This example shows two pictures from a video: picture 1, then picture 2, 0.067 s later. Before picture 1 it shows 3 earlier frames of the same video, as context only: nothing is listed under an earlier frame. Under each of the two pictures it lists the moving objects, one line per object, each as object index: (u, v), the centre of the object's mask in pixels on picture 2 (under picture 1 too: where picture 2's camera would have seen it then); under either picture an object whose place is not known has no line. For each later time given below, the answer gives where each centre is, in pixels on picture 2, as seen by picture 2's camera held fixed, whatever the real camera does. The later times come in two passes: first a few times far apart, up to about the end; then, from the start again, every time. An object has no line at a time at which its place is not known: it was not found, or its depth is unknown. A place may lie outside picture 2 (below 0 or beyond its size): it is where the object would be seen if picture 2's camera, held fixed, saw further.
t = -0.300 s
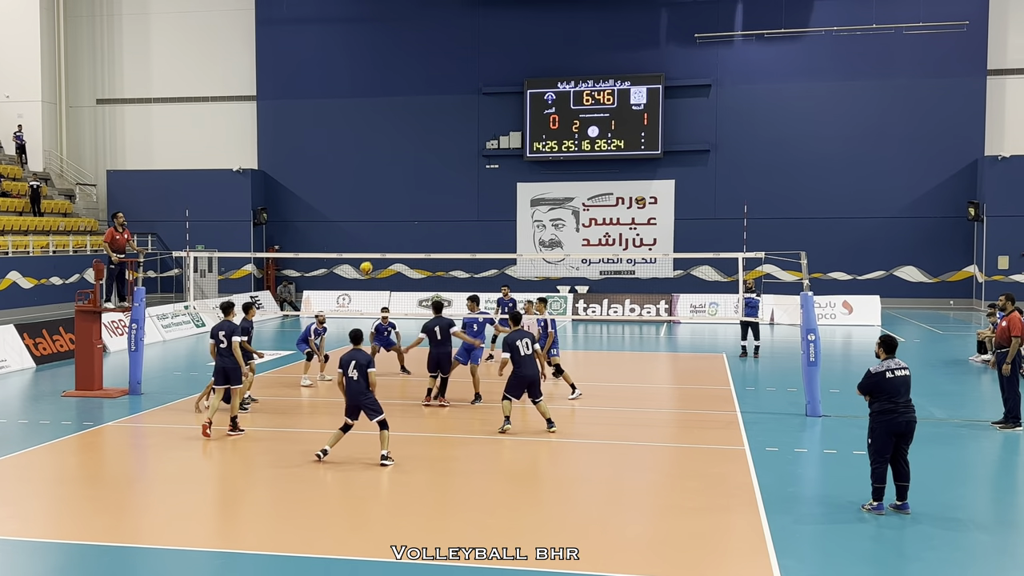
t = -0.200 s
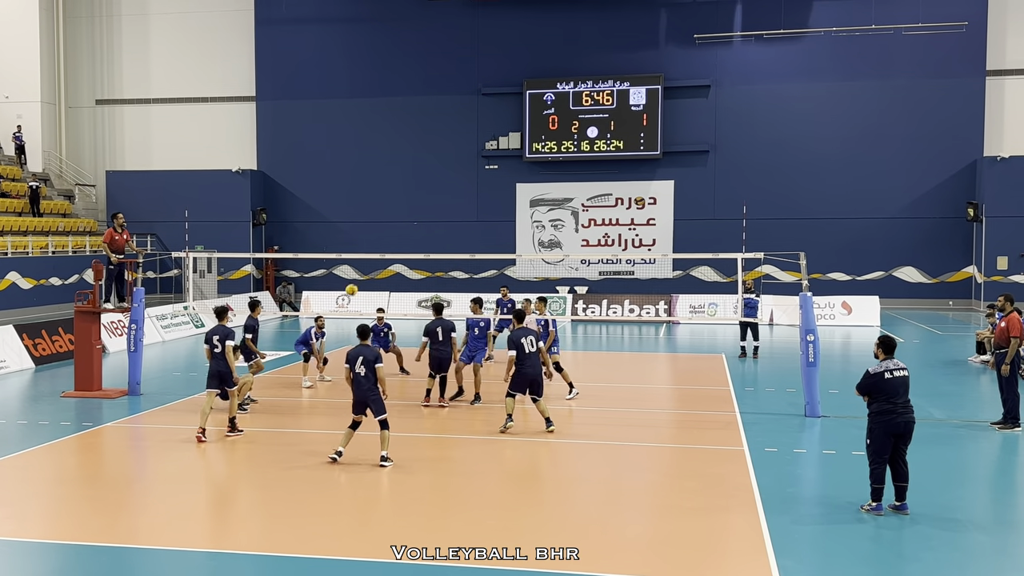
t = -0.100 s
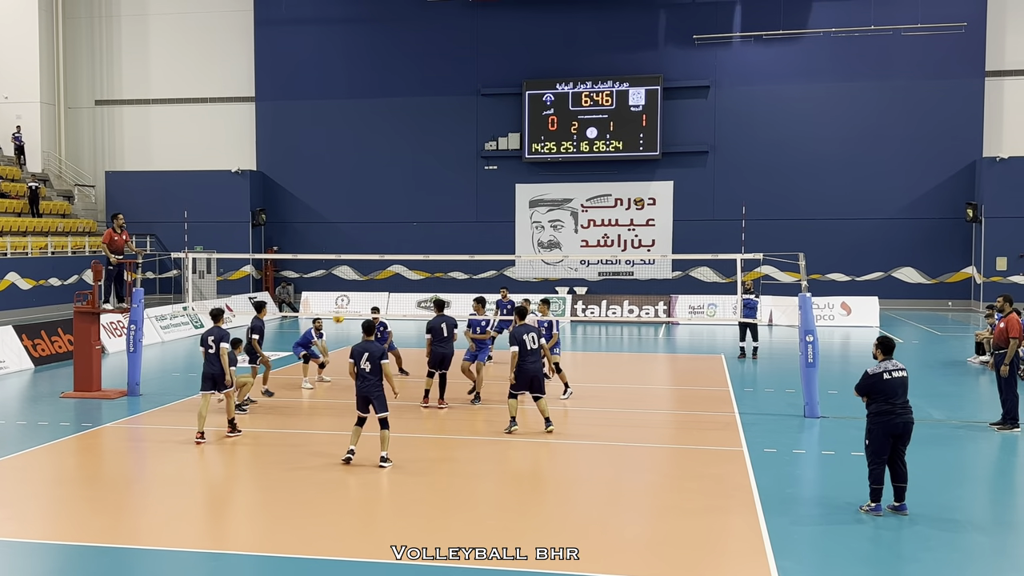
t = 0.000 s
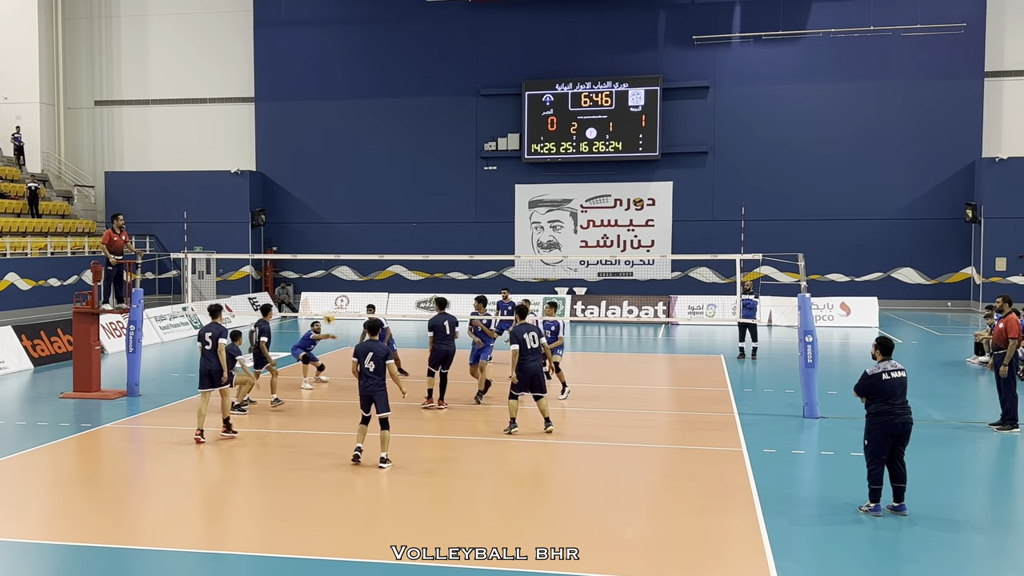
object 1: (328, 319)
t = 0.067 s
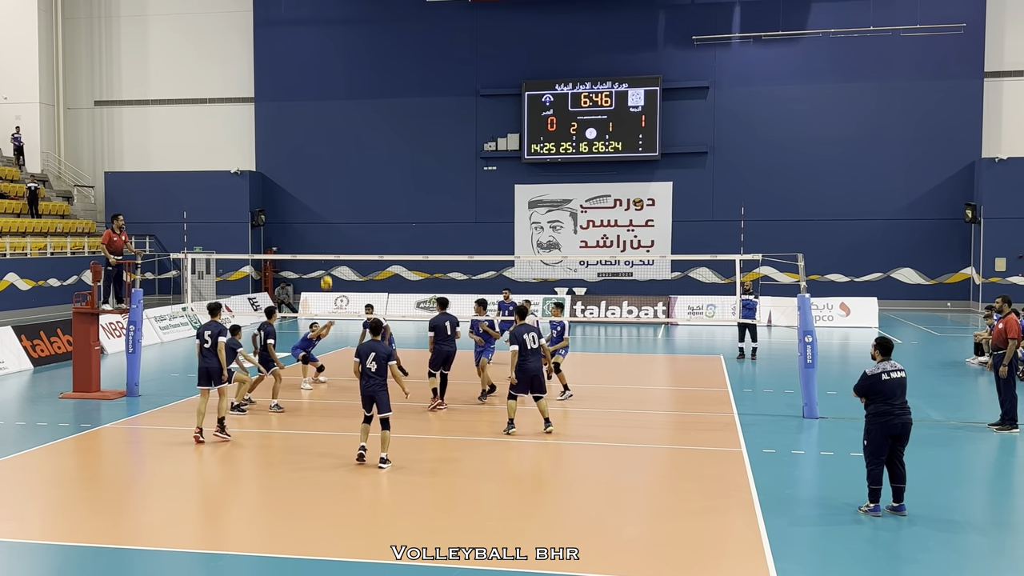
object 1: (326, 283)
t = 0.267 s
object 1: (320, 193)
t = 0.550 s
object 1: (312, 105)
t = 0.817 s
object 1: (304, 64)
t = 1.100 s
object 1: (297, 64)
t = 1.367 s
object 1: (291, 106)
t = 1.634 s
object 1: (286, 183)
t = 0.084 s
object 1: (326, 274)
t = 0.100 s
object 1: (325, 266)
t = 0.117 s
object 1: (325, 259)
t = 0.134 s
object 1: (324, 249)
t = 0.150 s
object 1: (324, 242)
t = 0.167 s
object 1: (323, 235)
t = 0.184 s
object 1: (323, 227)
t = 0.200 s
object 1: (322, 220)
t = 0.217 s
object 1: (322, 213)
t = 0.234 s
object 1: (321, 206)
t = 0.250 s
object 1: (321, 199)
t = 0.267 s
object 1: (320, 193)
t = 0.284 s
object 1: (320, 186)
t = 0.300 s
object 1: (320, 180)
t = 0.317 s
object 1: (319, 173)
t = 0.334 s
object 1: (318, 168)
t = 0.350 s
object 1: (318, 162)
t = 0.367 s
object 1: (317, 156)
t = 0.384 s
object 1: (317, 151)
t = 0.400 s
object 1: (316, 145)
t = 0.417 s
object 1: (316, 140)
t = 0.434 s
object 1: (316, 135)
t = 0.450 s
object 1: (315, 130)
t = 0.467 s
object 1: (314, 125)
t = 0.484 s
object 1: (314, 121)
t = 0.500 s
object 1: (313, 117)
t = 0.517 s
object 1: (313, 113)
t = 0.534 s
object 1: (312, 108)
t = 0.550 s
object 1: (312, 105)
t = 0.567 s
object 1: (311, 101)
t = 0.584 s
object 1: (311, 97)
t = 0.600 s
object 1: (310, 94)
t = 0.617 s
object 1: (310, 91)
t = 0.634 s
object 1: (310, 88)
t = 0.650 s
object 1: (309, 85)
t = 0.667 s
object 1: (309, 82)
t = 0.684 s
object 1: (308, 79)
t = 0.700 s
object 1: (308, 77)
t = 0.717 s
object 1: (307, 75)
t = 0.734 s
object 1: (307, 73)
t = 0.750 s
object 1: (306, 71)
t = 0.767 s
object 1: (306, 69)
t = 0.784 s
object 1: (305, 67)
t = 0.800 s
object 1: (305, 65)
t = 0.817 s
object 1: (304, 64)
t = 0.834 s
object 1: (304, 63)
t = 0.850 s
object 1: (304, 62)
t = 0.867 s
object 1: (303, 61)
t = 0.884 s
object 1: (303, 60)
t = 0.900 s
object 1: (302, 60)
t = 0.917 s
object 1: (302, 59)
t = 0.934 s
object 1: (301, 59)
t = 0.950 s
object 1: (301, 59)
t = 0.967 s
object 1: (300, 59)
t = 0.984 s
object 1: (300, 59)
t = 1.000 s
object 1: (299, 59)
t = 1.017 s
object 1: (299, 60)
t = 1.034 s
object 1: (299, 60)
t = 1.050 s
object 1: (298, 61)
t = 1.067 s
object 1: (298, 62)
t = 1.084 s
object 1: (297, 63)
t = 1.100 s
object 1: (297, 64)
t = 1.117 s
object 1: (297, 66)
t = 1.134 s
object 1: (296, 68)
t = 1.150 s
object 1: (296, 69)
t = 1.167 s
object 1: (295, 71)
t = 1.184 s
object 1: (295, 73)
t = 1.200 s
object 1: (294, 75)
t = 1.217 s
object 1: (294, 78)
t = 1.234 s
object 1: (294, 80)
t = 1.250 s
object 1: (293, 83)
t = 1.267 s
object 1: (293, 86)
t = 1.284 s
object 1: (292, 89)
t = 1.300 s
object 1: (292, 92)
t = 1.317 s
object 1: (292, 95)
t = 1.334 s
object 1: (291, 98)
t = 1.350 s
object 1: (291, 102)
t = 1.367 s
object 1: (291, 106)
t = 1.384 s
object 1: (290, 109)
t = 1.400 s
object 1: (290, 113)
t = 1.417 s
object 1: (290, 117)
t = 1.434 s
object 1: (289, 122)
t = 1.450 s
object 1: (289, 126)
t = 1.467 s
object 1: (289, 131)
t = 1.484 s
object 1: (288, 135)
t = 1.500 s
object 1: (288, 140)
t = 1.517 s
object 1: (288, 145)
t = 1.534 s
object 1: (287, 150)
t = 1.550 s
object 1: (287, 155)
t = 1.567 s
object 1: (287, 161)
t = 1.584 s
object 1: (286, 166)
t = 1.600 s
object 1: (286, 171)
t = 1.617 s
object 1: (286, 177)
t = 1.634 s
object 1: (286, 183)
